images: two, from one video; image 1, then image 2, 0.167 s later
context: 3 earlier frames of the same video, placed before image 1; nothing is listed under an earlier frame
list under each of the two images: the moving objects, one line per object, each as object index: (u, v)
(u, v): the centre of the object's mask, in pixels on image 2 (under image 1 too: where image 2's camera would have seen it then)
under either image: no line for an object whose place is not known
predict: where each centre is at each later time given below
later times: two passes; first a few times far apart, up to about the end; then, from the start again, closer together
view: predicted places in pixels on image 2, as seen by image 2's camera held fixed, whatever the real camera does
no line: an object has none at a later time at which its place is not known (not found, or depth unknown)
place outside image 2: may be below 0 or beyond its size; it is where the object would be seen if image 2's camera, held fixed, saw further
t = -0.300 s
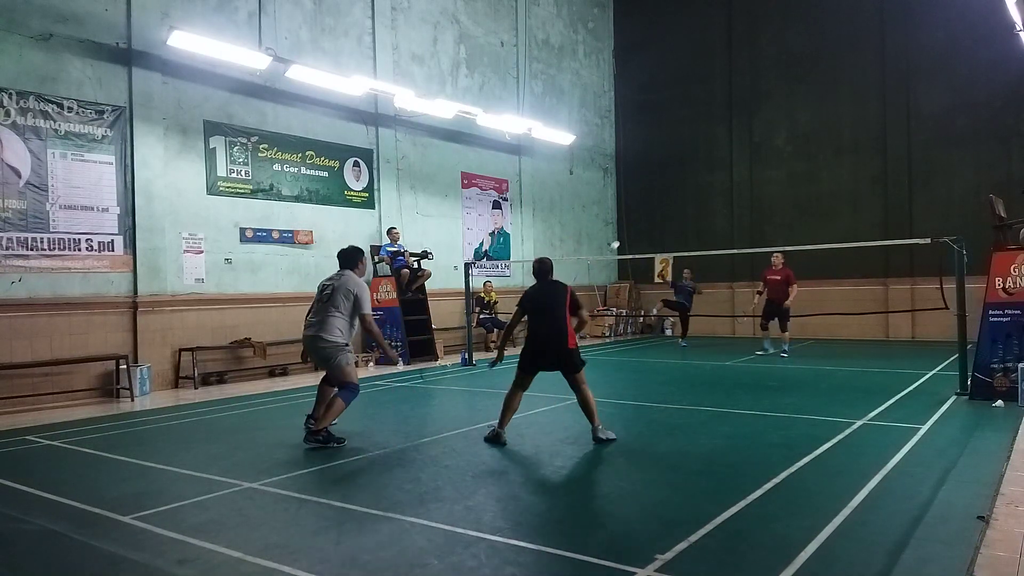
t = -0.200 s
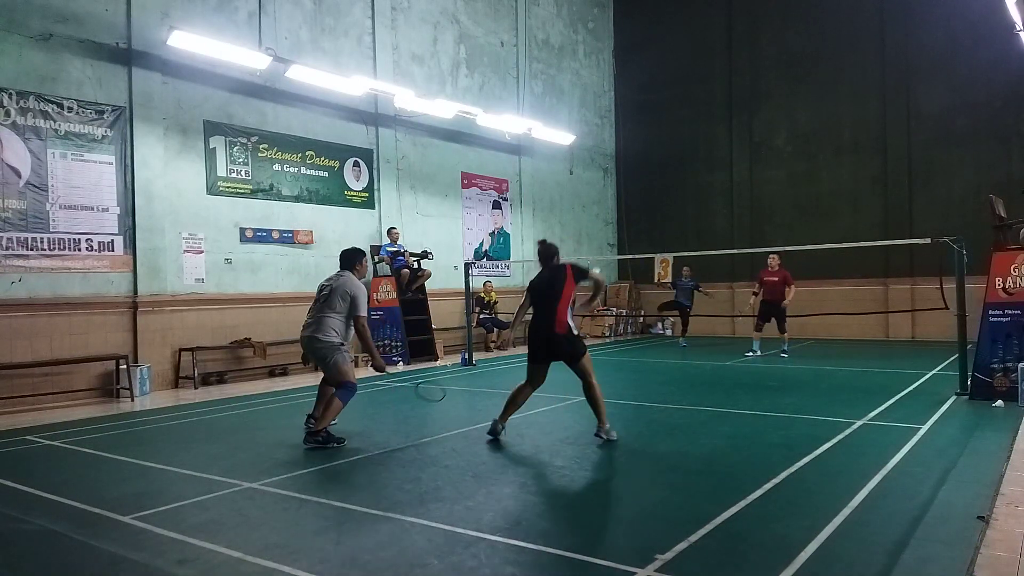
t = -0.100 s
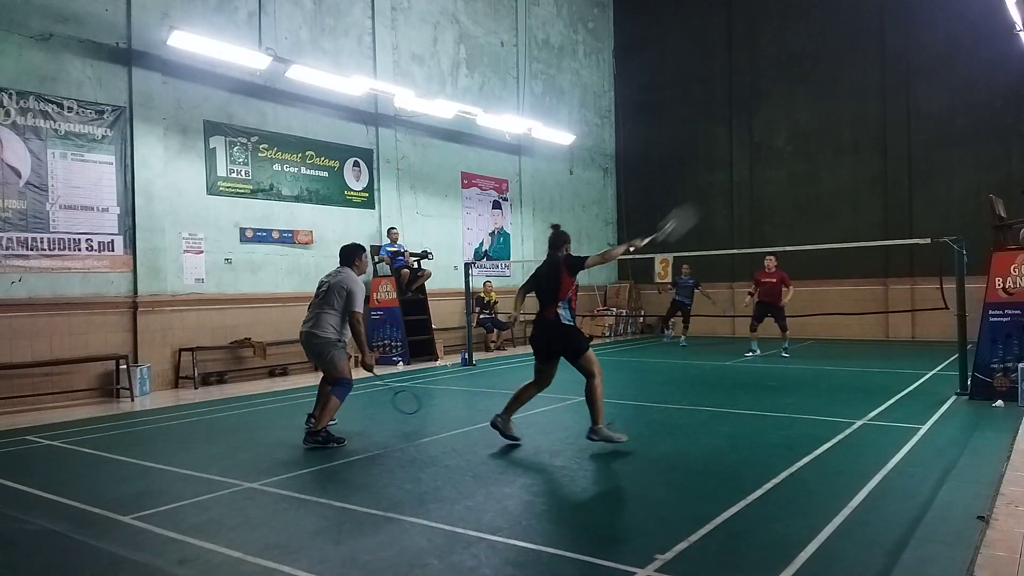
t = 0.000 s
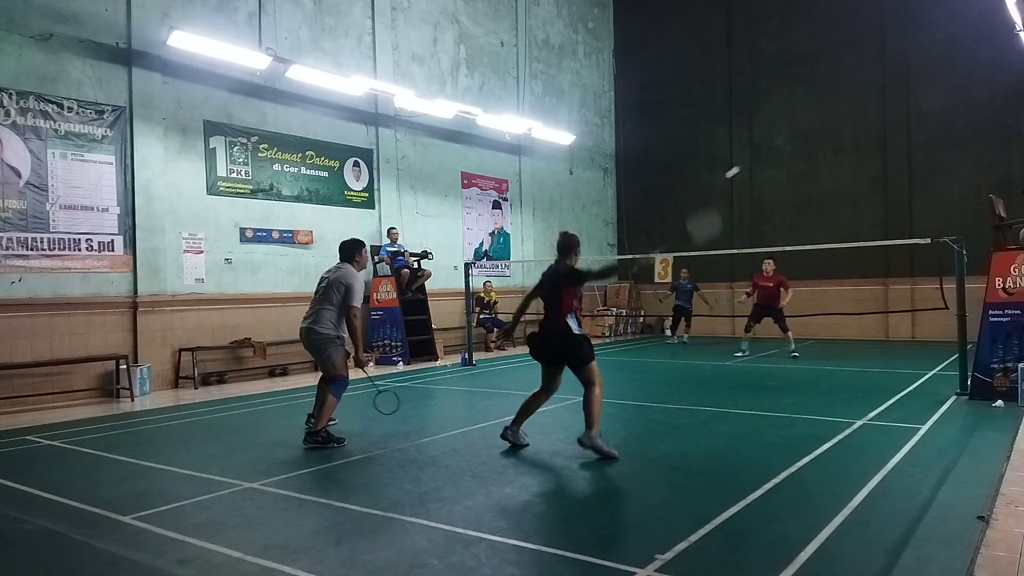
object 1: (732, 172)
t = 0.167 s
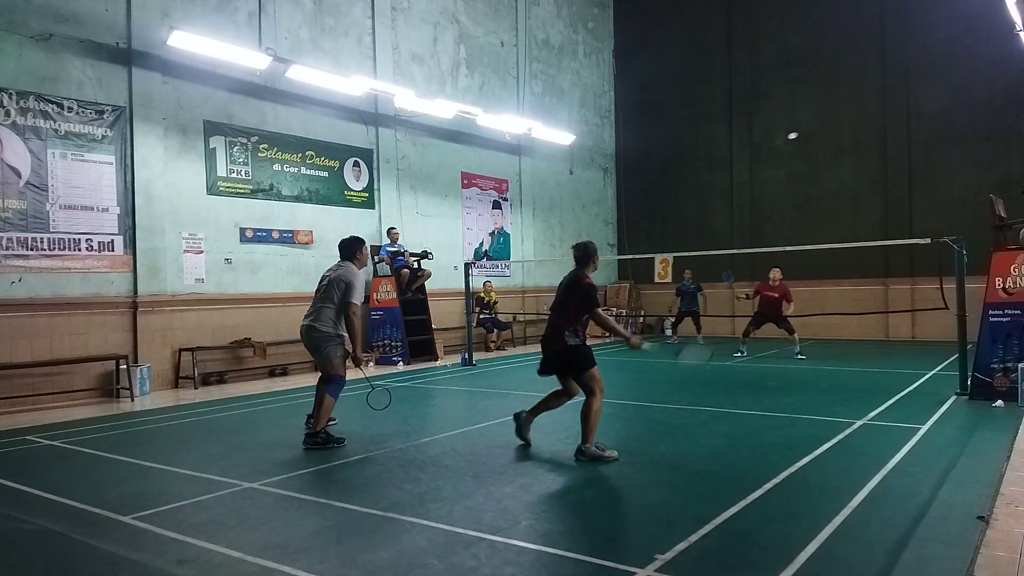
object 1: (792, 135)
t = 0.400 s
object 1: (838, 135)
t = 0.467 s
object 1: (847, 141)
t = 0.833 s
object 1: (886, 205)
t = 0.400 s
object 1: (838, 135)
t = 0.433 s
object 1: (843, 138)
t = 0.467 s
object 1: (847, 141)
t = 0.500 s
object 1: (852, 145)
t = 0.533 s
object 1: (856, 149)
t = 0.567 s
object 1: (860, 154)
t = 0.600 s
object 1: (864, 159)
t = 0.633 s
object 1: (867, 164)
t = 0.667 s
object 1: (871, 170)
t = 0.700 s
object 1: (874, 177)
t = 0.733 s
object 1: (877, 183)
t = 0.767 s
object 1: (881, 190)
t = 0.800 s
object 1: (884, 197)
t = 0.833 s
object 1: (886, 205)
